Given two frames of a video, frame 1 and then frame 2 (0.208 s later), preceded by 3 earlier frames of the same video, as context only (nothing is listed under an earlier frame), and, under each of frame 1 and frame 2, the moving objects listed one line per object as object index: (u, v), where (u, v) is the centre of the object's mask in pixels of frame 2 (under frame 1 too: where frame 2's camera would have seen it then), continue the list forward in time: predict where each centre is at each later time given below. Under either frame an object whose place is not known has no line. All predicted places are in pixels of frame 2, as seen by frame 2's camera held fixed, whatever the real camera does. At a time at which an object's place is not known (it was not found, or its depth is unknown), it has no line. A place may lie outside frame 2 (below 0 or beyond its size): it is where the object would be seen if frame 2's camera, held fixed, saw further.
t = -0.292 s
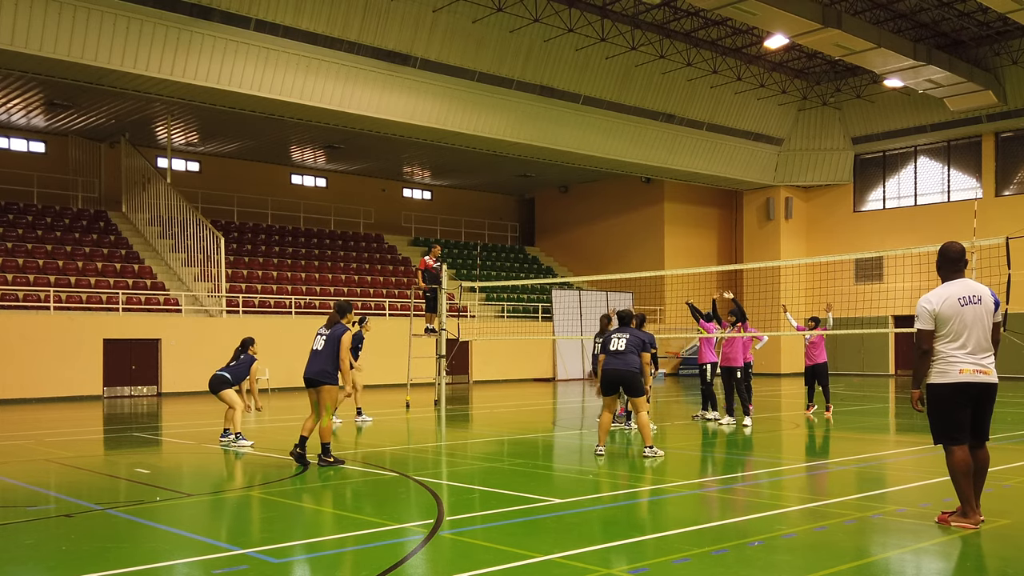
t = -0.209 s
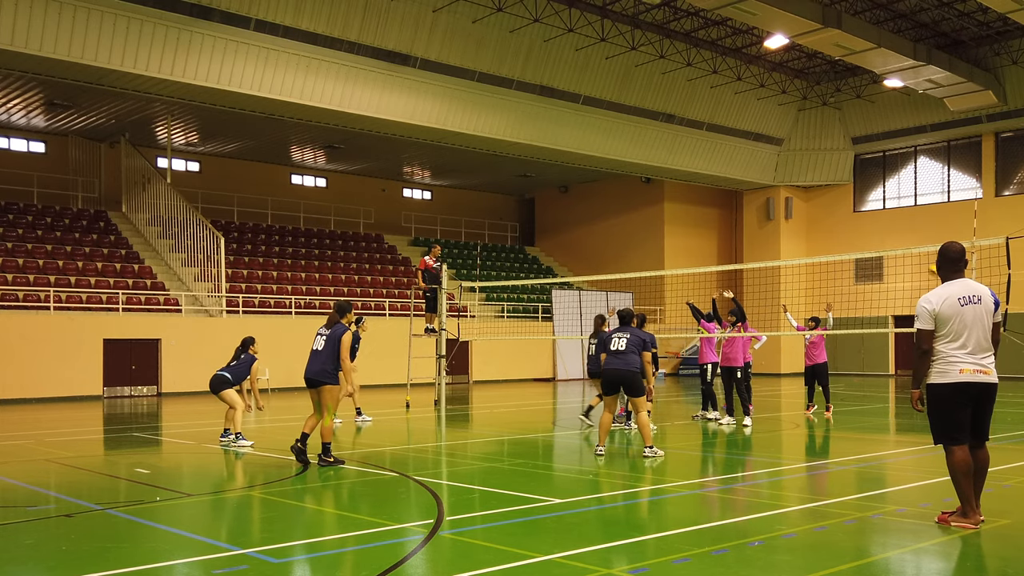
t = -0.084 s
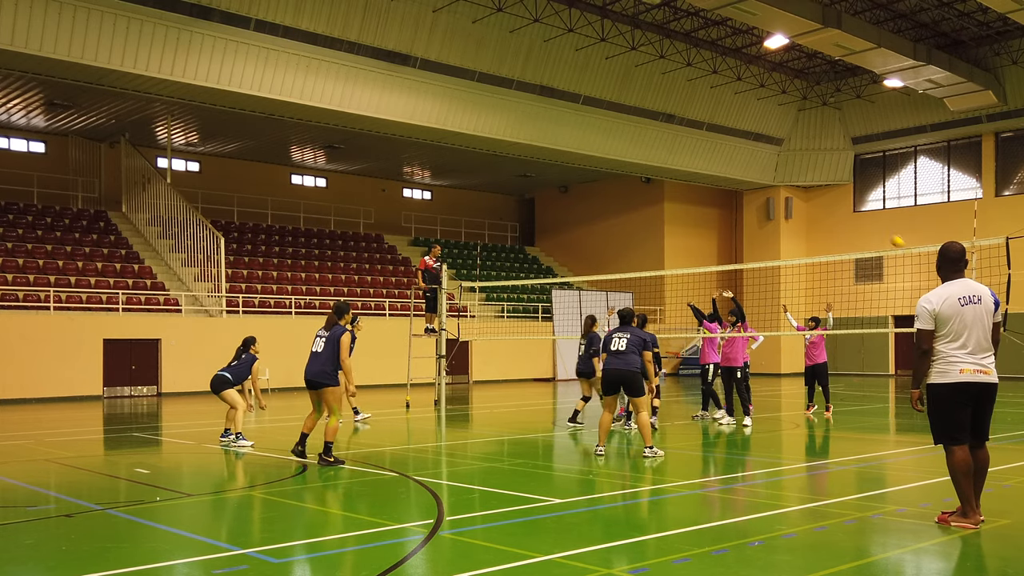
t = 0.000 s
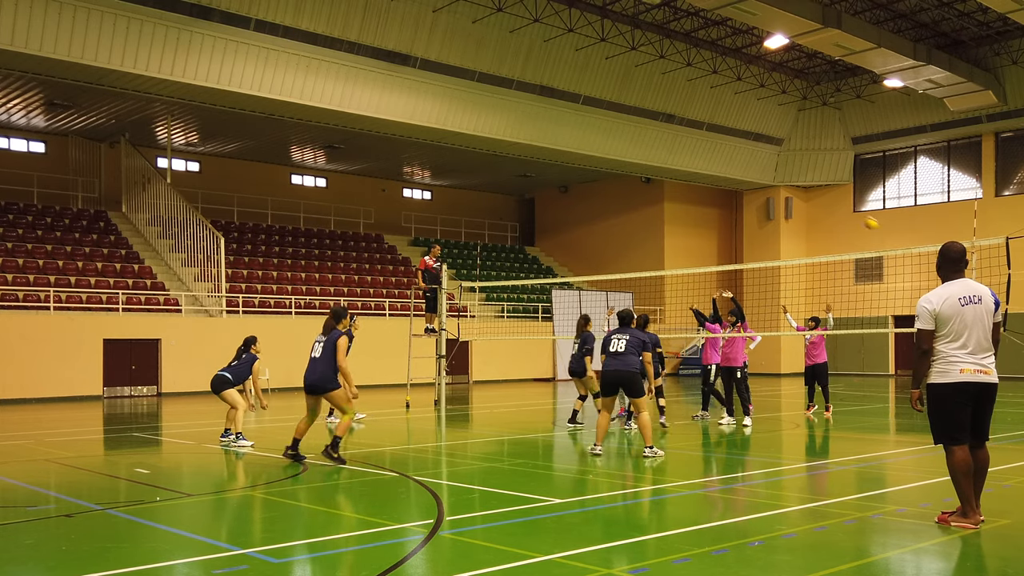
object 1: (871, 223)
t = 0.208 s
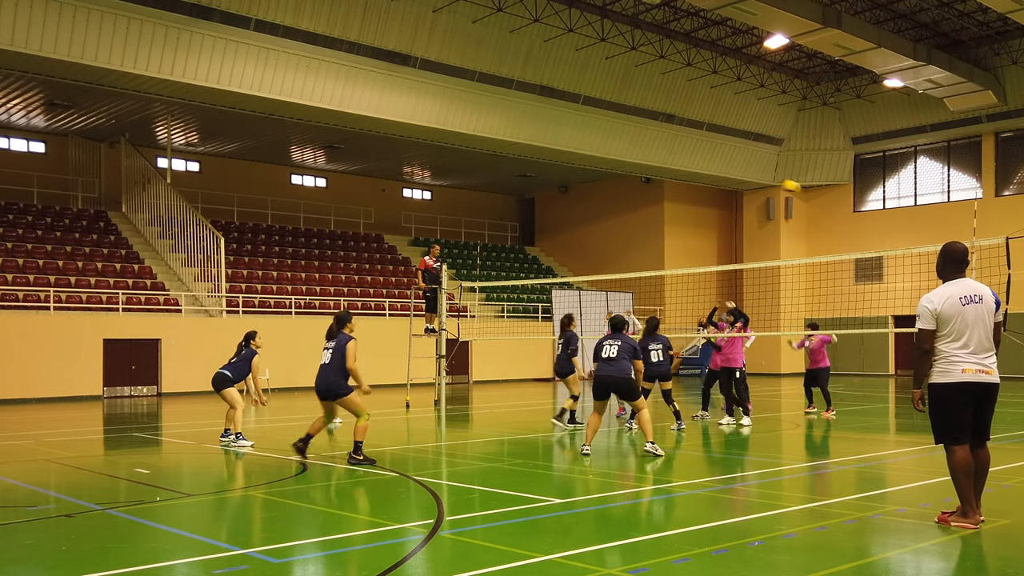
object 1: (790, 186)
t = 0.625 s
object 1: (570, 181)
